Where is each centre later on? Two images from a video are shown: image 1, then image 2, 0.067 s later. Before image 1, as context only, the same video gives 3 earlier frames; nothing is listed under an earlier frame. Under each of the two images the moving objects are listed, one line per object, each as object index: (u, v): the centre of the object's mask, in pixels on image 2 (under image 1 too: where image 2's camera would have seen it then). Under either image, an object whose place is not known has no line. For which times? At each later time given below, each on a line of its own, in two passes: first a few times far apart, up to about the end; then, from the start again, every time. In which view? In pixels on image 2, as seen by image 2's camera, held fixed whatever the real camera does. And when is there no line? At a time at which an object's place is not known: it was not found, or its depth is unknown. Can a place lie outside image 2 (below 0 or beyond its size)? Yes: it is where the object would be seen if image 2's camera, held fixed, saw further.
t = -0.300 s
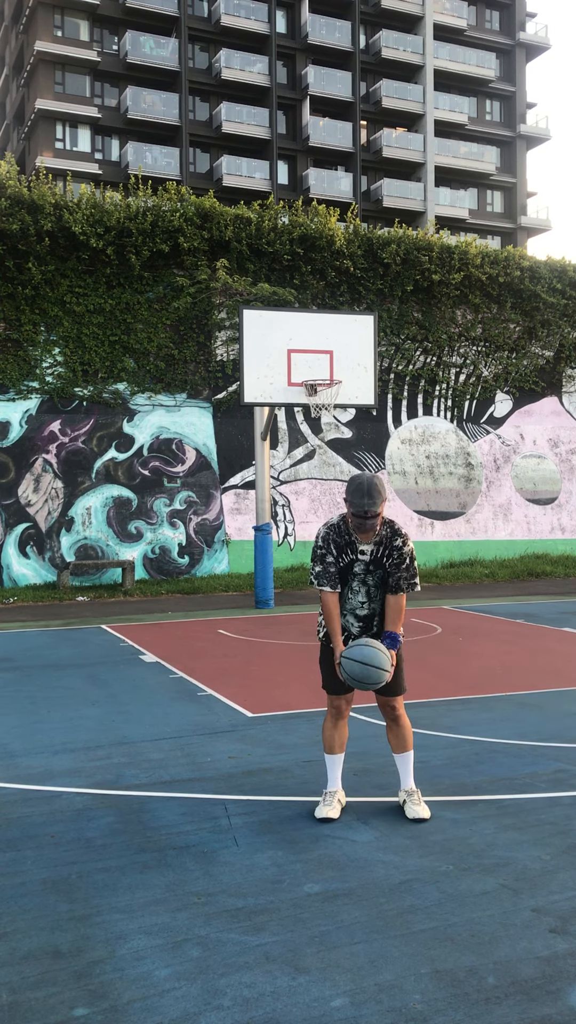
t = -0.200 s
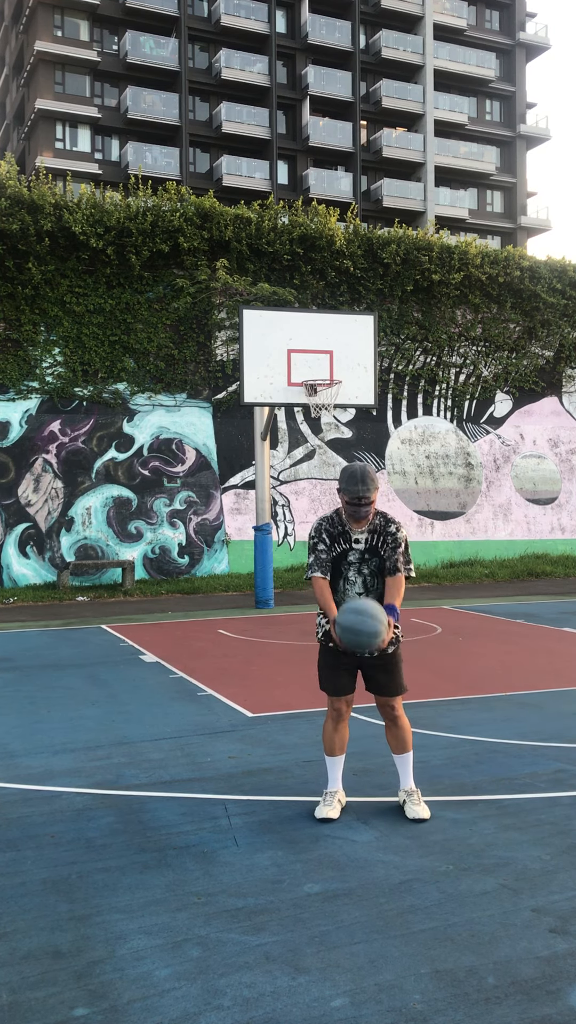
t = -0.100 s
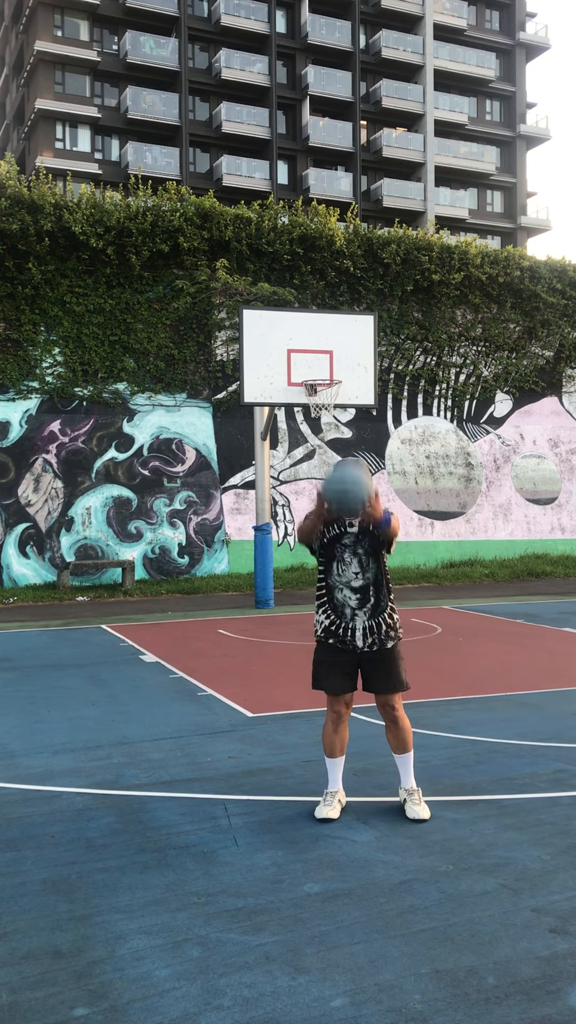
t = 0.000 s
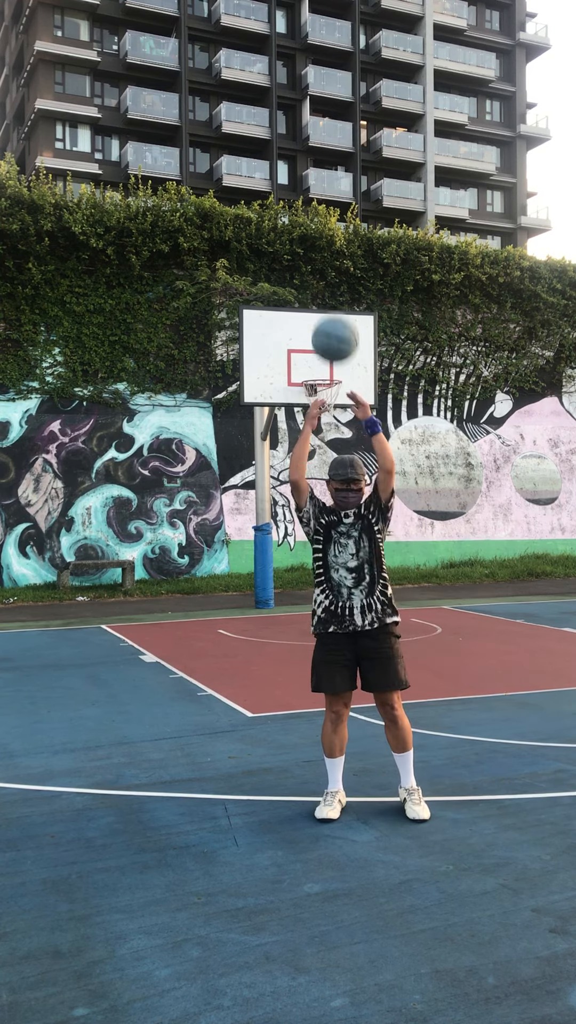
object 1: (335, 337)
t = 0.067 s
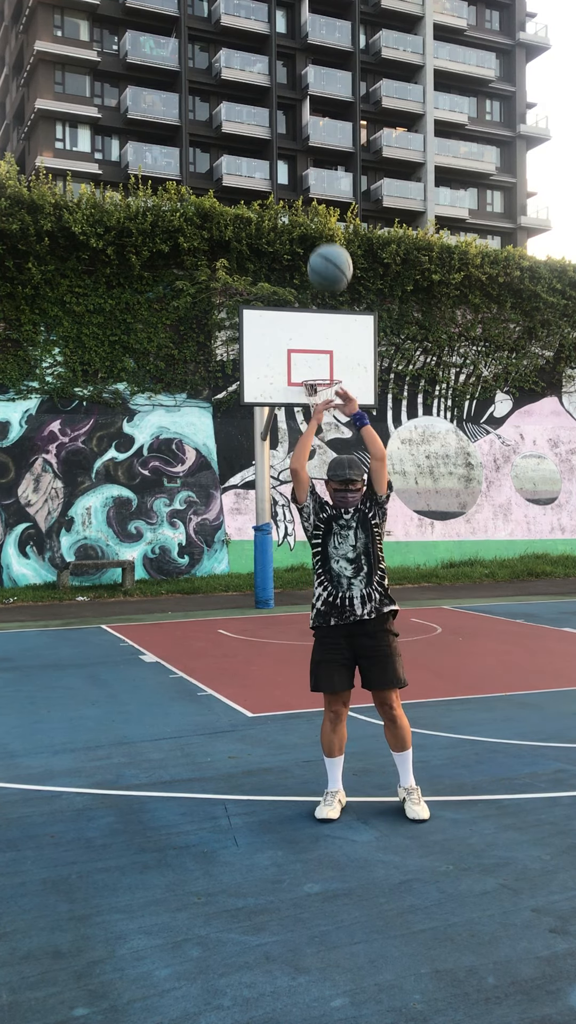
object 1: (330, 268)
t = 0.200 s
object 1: (323, 173)
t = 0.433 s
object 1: (317, 112)
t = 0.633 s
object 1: (315, 122)
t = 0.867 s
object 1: (315, 180)
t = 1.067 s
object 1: (315, 256)
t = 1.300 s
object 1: (319, 360)
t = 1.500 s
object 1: (309, 396)
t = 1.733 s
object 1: (293, 429)
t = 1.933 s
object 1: (282, 486)
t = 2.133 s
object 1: (271, 571)
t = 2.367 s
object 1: (266, 560)
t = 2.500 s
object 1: (265, 527)
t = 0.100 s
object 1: (328, 239)
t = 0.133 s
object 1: (326, 214)
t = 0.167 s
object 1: (324, 192)
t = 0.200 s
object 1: (323, 173)
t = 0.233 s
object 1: (322, 158)
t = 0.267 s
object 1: (321, 147)
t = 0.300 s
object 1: (320, 135)
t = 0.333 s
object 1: (319, 127)
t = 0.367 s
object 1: (319, 120)
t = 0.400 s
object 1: (318, 115)
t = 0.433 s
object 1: (317, 112)
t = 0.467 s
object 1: (317, 110)
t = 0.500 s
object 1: (317, 110)
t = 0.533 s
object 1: (316, 111)
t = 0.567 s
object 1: (316, 114)
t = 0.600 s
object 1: (316, 117)
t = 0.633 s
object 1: (315, 122)
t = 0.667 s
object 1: (315, 127)
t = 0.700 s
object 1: (315, 134)
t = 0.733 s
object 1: (315, 142)
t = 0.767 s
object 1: (315, 150)
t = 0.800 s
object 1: (315, 159)
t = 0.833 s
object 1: (315, 169)
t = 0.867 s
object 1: (315, 180)
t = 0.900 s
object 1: (315, 192)
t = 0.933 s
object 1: (315, 204)
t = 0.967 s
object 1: (315, 215)
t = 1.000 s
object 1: (315, 229)
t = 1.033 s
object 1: (315, 243)
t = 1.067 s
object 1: (315, 256)
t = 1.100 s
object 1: (315, 271)
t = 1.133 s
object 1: (315, 287)
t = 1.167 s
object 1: (316, 301)
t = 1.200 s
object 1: (316, 316)
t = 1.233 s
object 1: (316, 332)
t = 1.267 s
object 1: (316, 349)
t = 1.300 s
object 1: (319, 360)
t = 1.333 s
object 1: (325, 369)
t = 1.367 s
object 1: (332, 379)
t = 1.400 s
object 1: (326, 383)
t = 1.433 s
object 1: (320, 388)
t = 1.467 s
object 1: (314, 391)
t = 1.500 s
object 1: (309, 396)
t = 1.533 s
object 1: (306, 400)
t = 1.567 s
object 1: (304, 403)
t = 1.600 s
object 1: (302, 406)
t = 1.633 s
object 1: (300, 411)
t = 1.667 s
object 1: (297, 416)
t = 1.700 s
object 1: (295, 421)
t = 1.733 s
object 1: (293, 429)
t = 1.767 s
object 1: (292, 436)
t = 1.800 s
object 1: (289, 444)
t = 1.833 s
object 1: (287, 453)
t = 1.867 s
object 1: (284, 464)
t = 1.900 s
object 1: (283, 474)
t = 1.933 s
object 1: (282, 486)
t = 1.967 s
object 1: (280, 498)
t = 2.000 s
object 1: (279, 511)
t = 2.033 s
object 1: (277, 525)
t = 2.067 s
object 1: (274, 539)
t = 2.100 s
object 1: (273, 554)
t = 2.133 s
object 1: (271, 571)
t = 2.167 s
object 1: (270, 587)
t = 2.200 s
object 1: (268, 604)
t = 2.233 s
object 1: (267, 608)
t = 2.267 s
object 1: (267, 595)
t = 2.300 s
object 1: (267, 582)
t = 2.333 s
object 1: (266, 571)
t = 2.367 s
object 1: (266, 560)
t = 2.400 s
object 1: (266, 551)
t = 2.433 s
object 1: (265, 542)
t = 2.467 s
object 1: (265, 533)
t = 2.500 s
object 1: (265, 527)
